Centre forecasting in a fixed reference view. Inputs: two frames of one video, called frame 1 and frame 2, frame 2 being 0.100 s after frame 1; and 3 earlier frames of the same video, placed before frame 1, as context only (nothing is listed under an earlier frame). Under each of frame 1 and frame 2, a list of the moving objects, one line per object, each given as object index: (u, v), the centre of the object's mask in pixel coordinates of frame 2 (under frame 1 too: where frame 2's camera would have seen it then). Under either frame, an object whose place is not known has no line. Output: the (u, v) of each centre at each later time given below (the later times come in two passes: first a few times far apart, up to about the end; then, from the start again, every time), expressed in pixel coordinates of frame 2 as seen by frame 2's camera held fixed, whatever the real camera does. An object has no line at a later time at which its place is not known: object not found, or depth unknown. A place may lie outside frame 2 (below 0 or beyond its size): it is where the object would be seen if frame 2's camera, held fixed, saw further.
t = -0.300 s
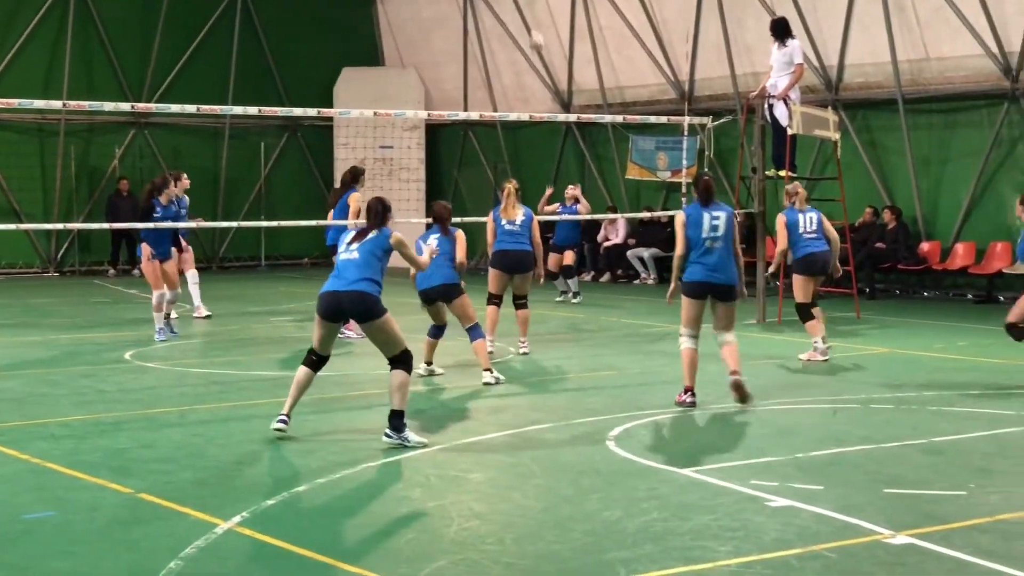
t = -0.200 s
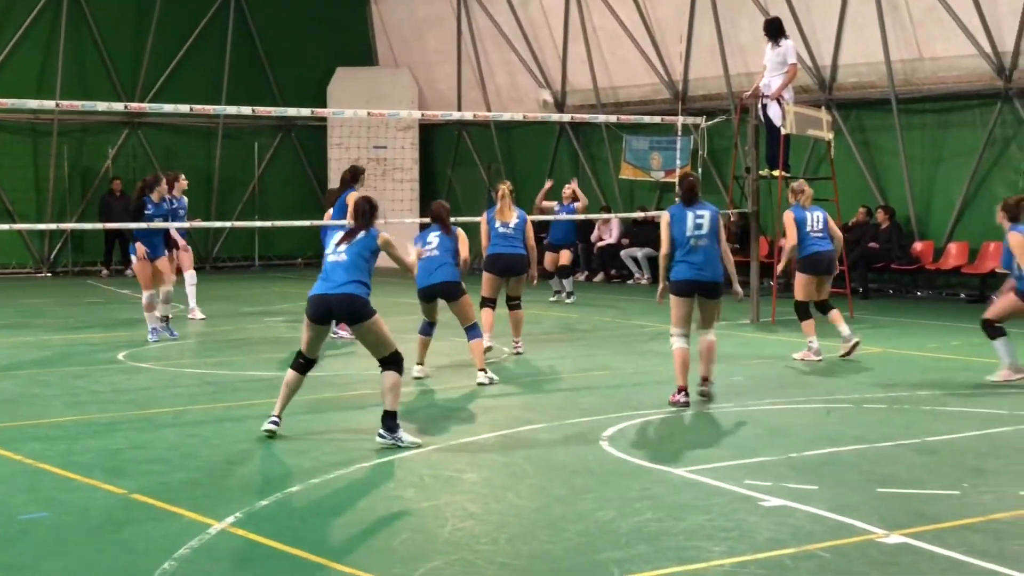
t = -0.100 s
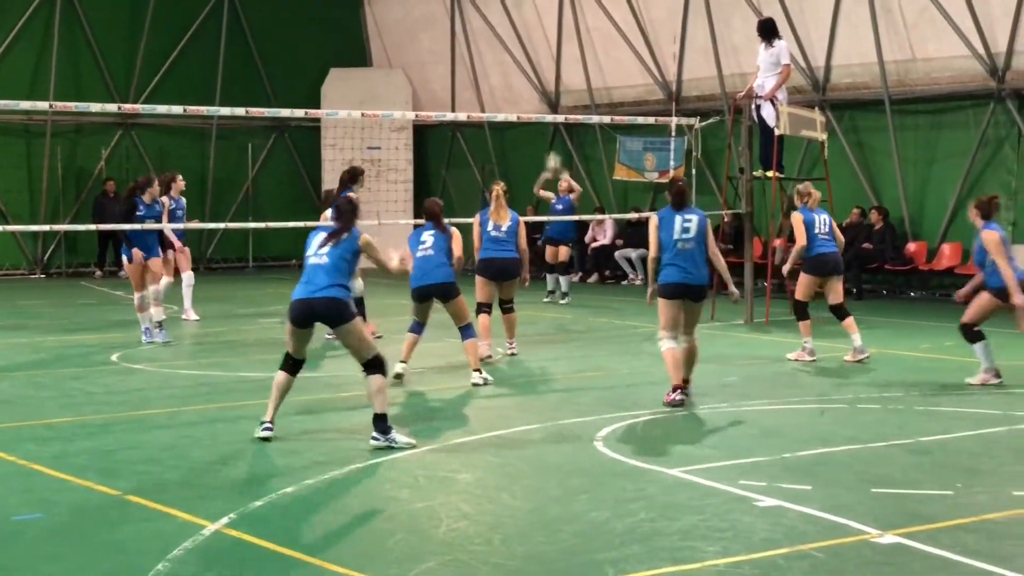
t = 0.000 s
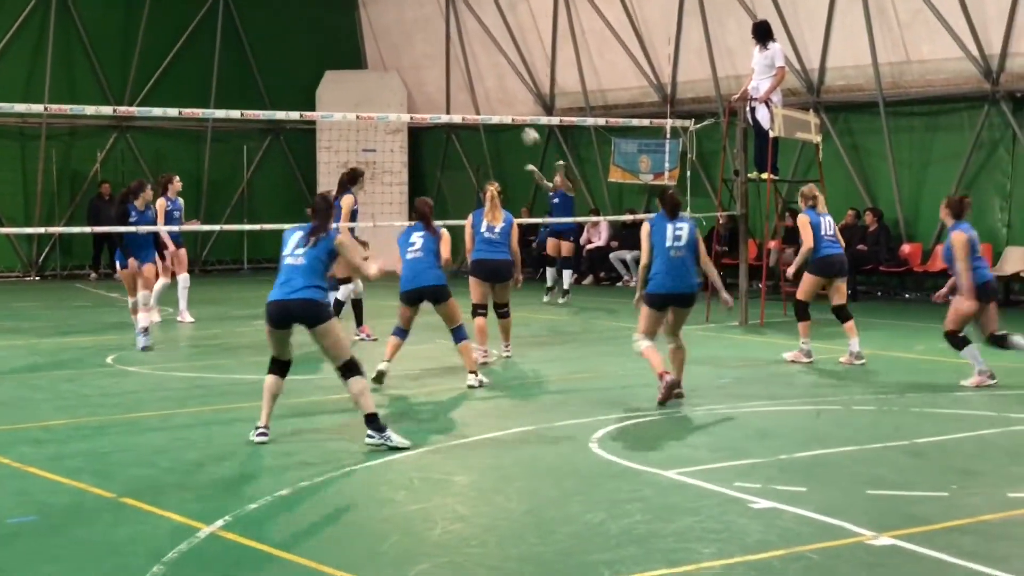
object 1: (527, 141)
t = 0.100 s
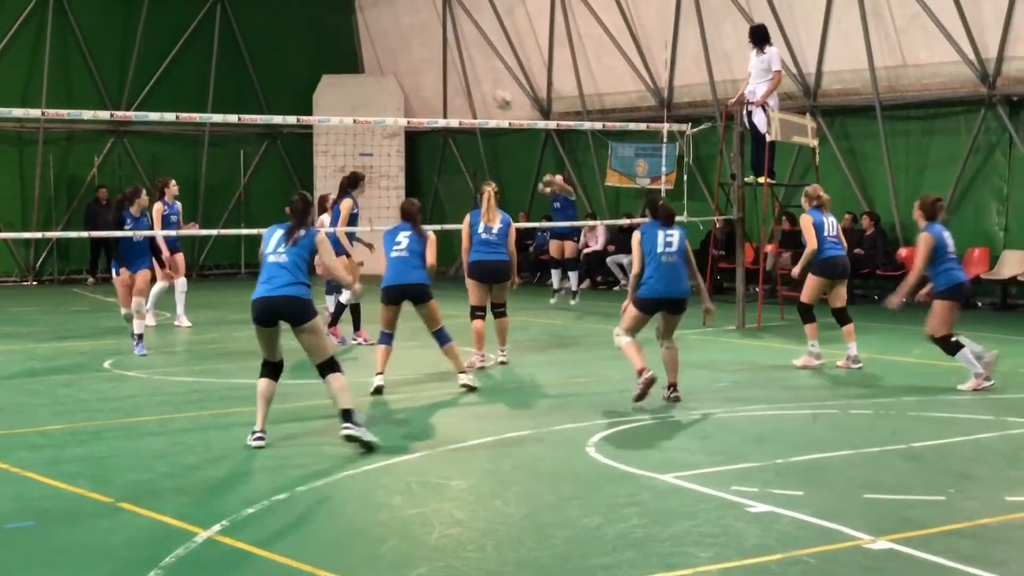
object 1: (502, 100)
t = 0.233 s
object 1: (468, 54)
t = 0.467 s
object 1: (400, 9)
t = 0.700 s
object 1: (326, 12)
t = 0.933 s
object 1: (246, 75)
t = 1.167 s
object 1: (176, 105)
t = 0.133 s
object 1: (495, 88)
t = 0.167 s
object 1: (486, 75)
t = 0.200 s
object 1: (477, 65)
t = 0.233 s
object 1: (468, 54)
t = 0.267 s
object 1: (459, 45)
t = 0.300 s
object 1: (450, 37)
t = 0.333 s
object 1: (439, 30)
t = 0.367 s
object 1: (430, 23)
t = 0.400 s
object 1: (420, 18)
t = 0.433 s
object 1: (410, 13)
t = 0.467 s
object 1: (400, 9)
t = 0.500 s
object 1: (390, 7)
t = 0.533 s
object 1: (380, 5)
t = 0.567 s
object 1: (369, 4)
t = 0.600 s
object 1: (359, 5)
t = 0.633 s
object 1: (347, 6)
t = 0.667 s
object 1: (337, 9)
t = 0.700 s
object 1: (326, 12)
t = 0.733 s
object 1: (315, 18)
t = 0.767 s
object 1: (304, 24)
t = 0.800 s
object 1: (292, 32)
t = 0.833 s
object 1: (281, 40)
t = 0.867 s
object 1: (269, 51)
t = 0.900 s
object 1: (257, 62)
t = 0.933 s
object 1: (246, 75)
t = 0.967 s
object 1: (234, 90)
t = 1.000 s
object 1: (221, 105)
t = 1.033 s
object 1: (211, 106)
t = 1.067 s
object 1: (202, 105)
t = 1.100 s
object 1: (194, 104)
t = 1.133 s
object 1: (185, 103)
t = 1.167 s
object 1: (176, 105)
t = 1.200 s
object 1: (168, 107)
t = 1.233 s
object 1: (162, 110)
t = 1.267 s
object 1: (153, 115)
